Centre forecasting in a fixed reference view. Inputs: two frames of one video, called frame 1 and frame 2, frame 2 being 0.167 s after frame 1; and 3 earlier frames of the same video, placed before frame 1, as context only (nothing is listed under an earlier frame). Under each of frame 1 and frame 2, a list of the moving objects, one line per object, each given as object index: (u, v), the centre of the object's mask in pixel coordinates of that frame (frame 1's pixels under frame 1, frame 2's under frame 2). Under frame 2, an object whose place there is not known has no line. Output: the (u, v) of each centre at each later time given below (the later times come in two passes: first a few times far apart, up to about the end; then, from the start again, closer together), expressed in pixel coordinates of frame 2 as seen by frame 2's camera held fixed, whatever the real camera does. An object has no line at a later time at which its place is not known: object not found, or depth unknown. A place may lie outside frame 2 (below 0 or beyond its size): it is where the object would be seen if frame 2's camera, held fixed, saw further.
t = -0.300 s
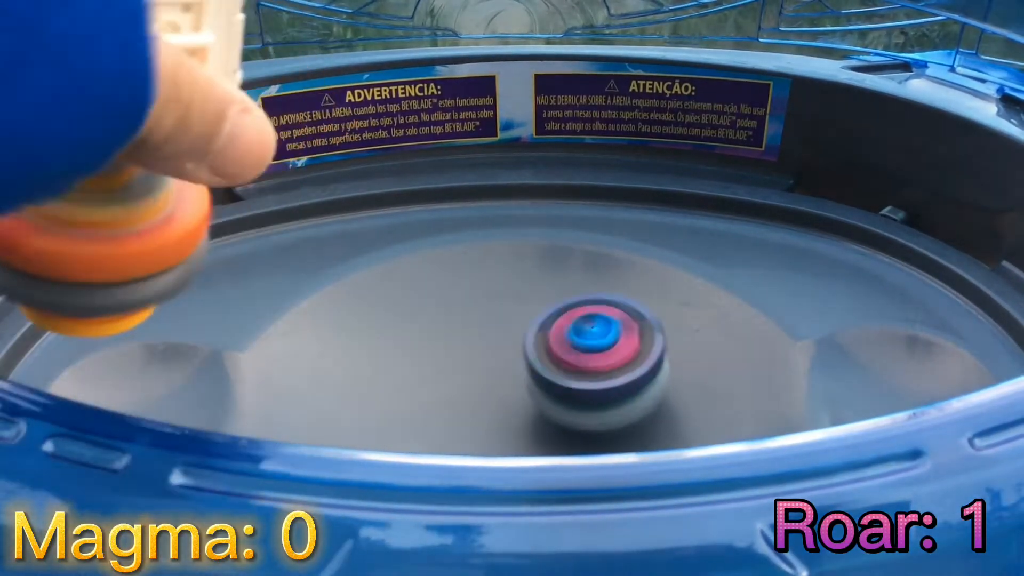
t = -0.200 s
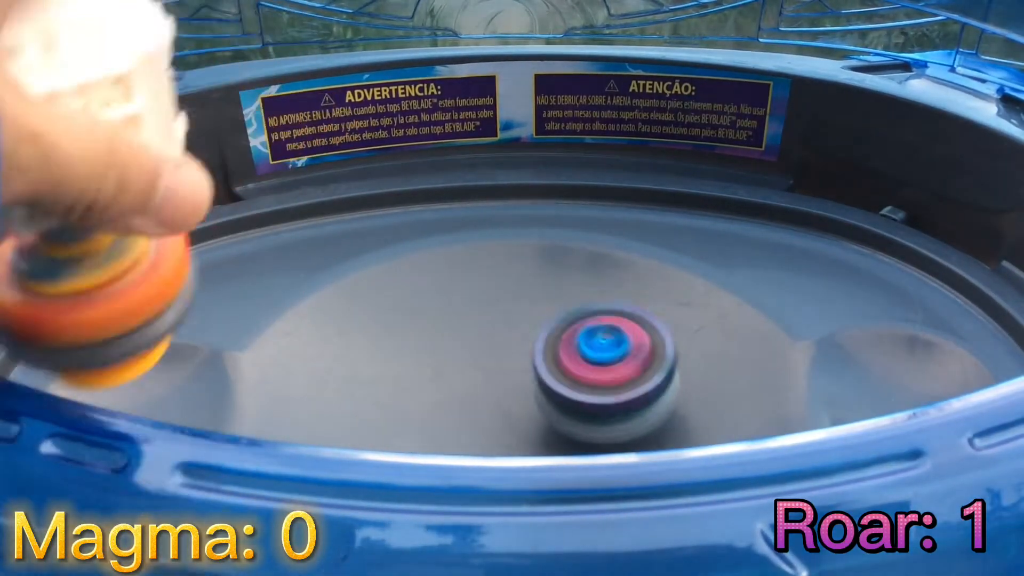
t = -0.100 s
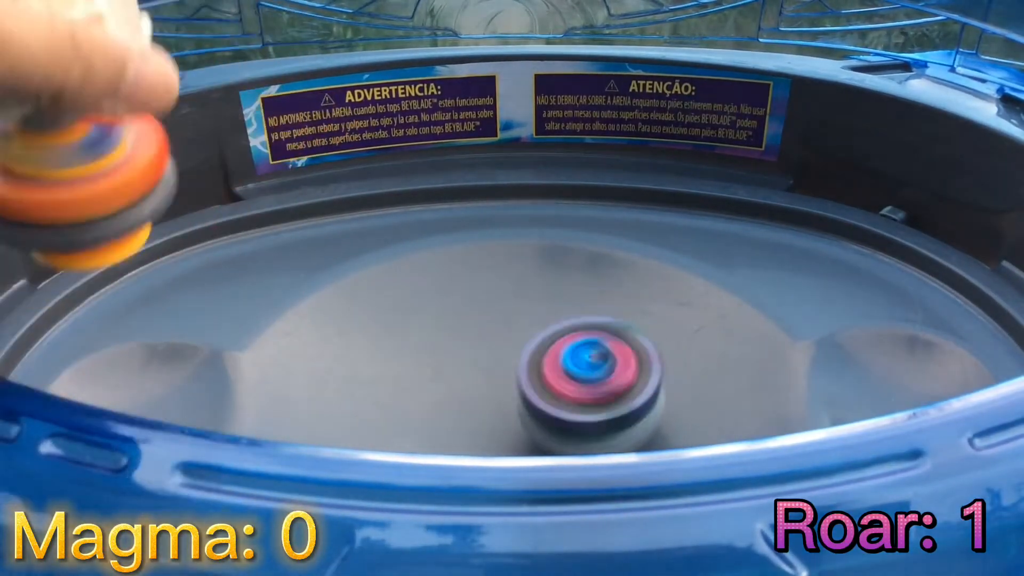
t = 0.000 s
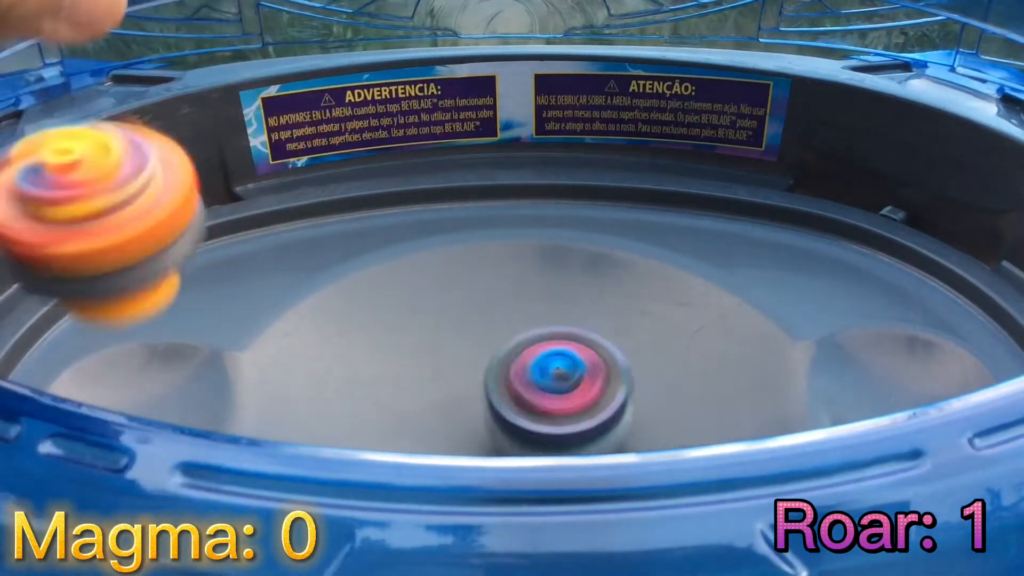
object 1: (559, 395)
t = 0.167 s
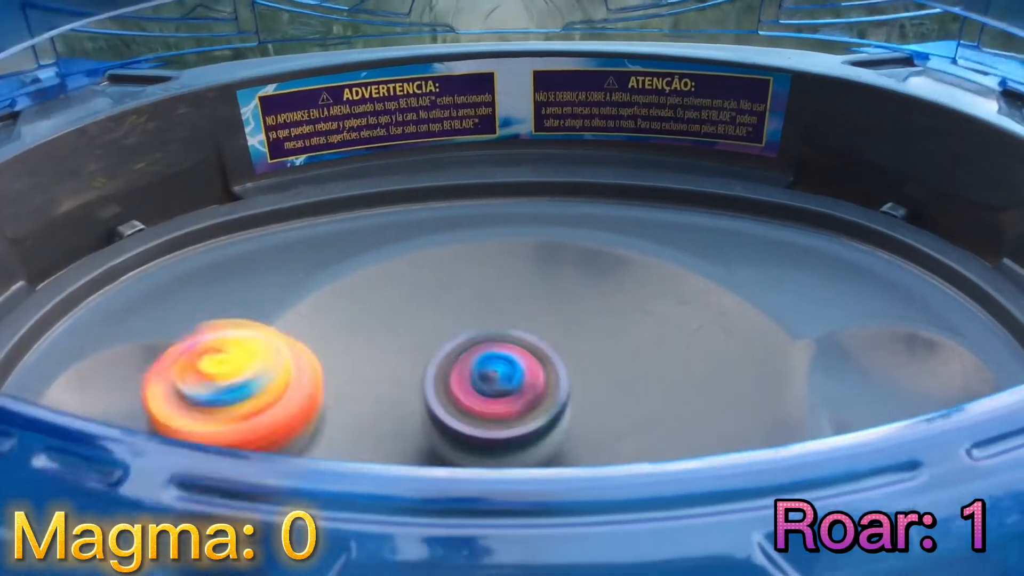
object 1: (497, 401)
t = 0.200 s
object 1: (484, 395)
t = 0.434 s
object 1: (568, 334)
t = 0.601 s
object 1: (520, 302)
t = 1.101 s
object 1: (140, 275)
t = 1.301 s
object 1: (39, 266)
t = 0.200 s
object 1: (484, 395)
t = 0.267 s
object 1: (492, 369)
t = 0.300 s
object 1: (511, 349)
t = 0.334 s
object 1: (523, 341)
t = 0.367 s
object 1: (535, 337)
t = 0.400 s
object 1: (558, 333)
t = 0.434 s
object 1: (568, 334)
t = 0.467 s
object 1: (574, 333)
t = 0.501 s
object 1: (577, 333)
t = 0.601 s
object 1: (520, 302)
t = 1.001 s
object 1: (233, 260)
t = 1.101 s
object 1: (140, 275)
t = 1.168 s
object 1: (77, 229)
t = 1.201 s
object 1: (58, 224)
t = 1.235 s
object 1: (47, 247)
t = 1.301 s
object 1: (39, 266)
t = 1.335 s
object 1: (43, 268)
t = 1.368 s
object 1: (45, 268)
